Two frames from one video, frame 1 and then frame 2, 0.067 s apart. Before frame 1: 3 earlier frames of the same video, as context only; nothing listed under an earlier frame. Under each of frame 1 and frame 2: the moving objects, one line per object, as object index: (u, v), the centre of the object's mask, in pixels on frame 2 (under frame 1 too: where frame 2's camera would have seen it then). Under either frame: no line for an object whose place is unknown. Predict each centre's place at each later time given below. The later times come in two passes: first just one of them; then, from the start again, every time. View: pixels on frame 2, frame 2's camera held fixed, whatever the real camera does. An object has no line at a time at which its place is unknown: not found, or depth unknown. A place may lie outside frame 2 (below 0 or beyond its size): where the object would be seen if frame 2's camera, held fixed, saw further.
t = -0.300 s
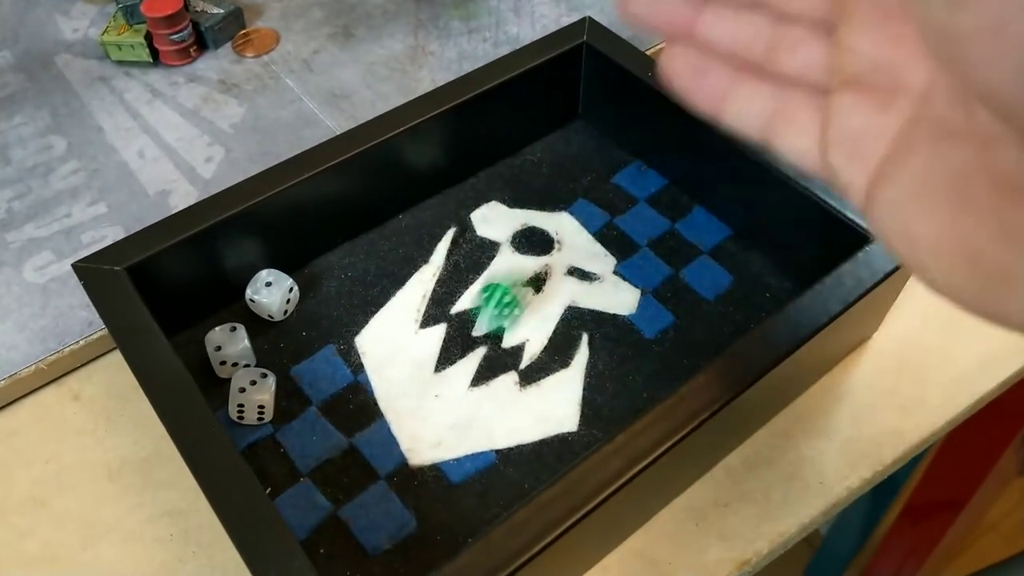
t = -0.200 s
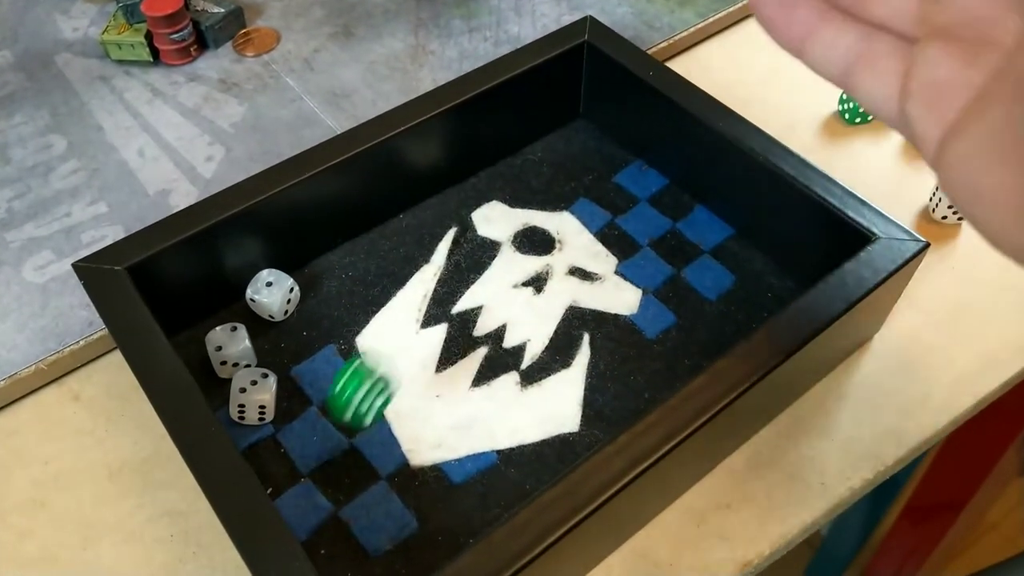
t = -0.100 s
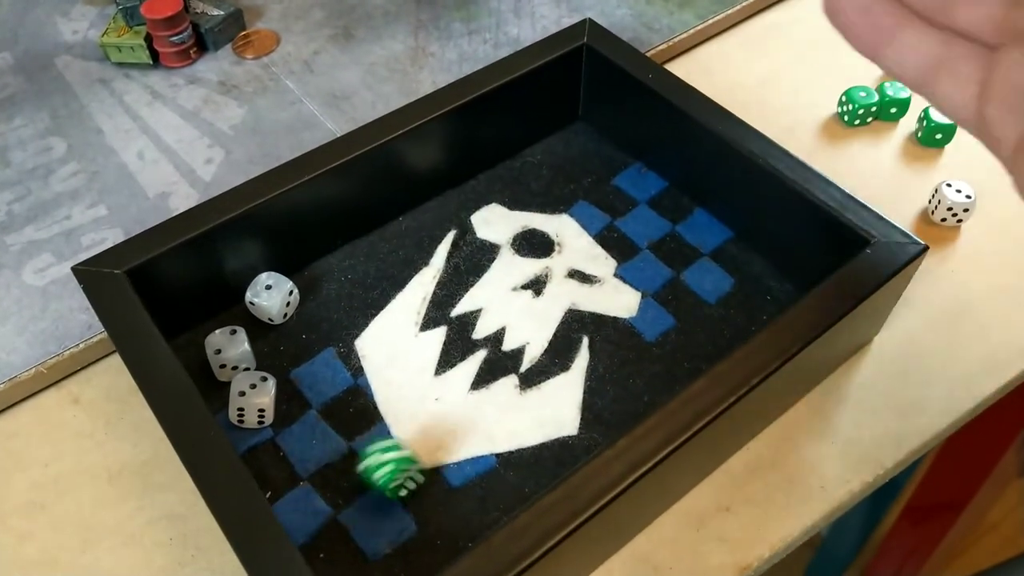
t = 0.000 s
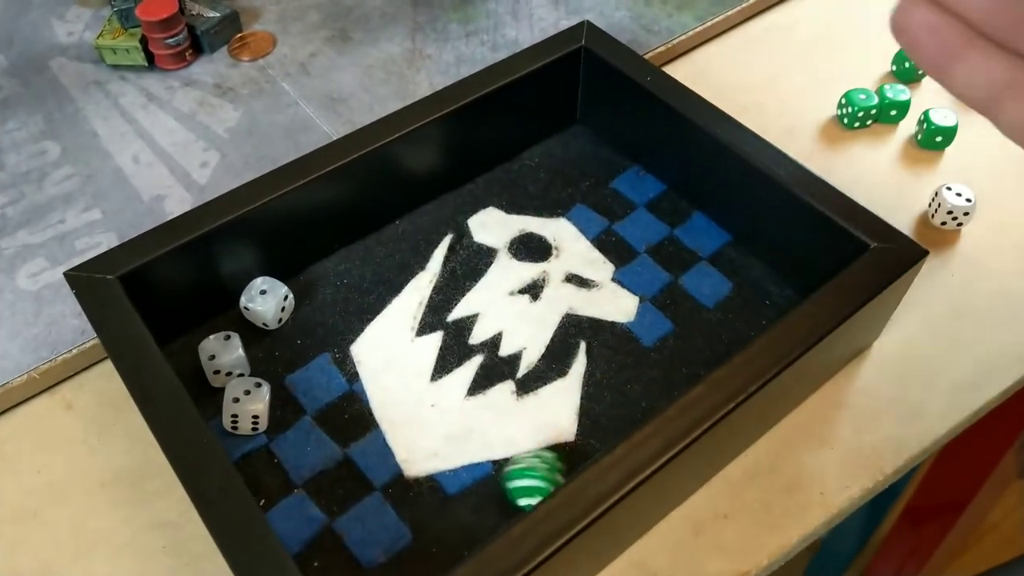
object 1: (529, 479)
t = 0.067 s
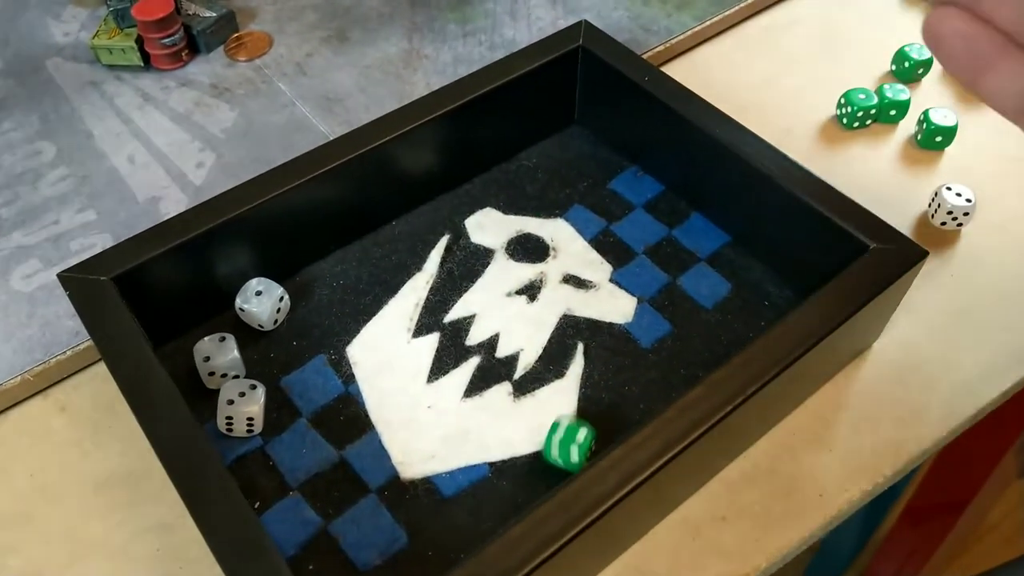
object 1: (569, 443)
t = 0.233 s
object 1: (644, 407)
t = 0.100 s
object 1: (581, 426)
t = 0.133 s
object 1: (601, 420)
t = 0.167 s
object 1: (617, 416)
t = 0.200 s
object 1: (630, 414)
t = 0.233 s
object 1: (644, 407)
